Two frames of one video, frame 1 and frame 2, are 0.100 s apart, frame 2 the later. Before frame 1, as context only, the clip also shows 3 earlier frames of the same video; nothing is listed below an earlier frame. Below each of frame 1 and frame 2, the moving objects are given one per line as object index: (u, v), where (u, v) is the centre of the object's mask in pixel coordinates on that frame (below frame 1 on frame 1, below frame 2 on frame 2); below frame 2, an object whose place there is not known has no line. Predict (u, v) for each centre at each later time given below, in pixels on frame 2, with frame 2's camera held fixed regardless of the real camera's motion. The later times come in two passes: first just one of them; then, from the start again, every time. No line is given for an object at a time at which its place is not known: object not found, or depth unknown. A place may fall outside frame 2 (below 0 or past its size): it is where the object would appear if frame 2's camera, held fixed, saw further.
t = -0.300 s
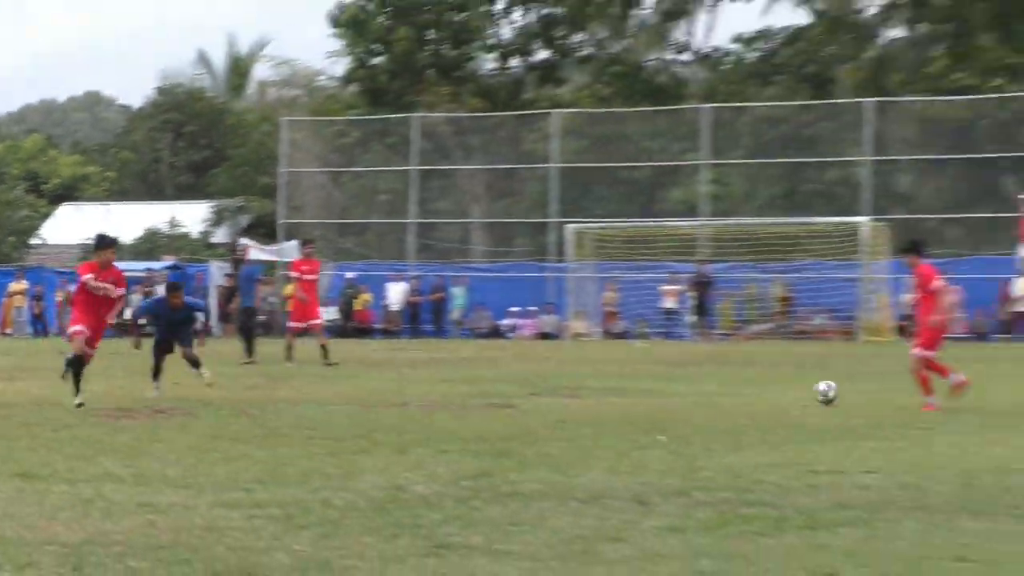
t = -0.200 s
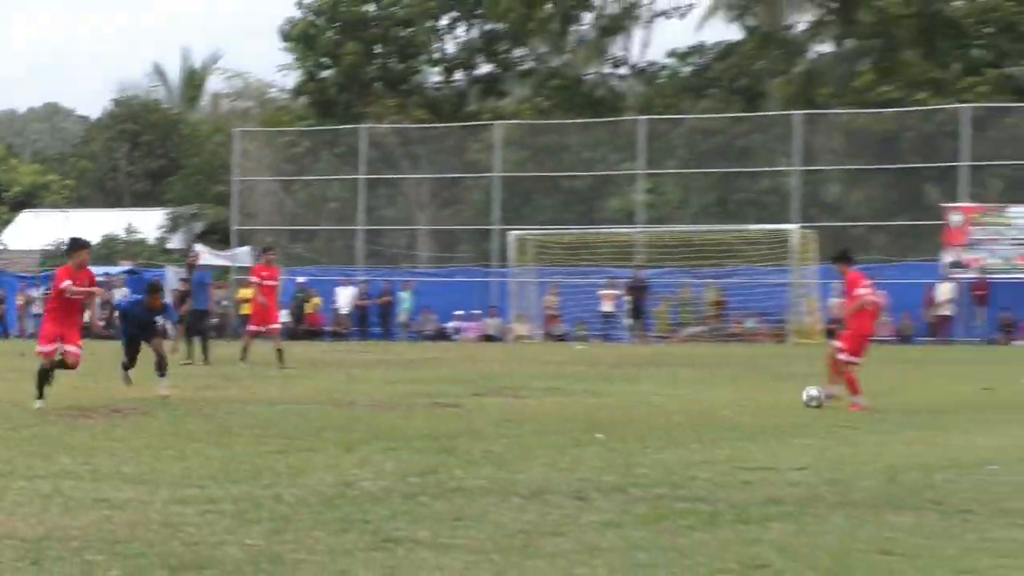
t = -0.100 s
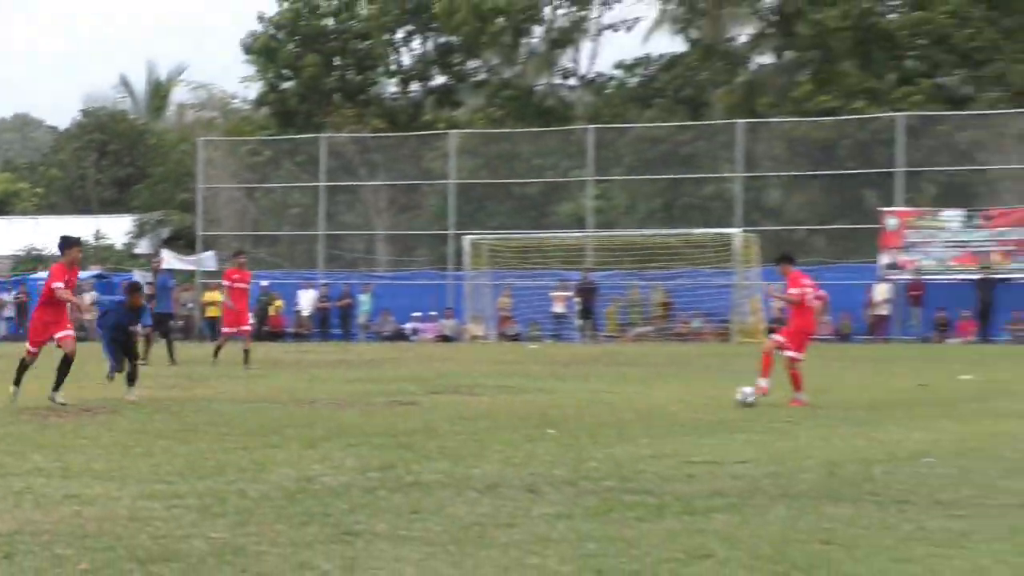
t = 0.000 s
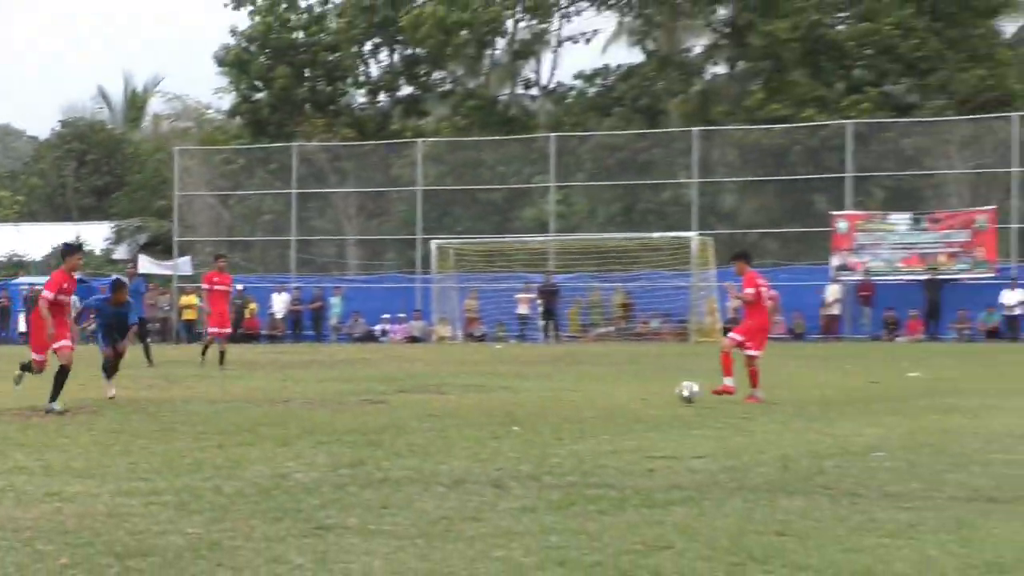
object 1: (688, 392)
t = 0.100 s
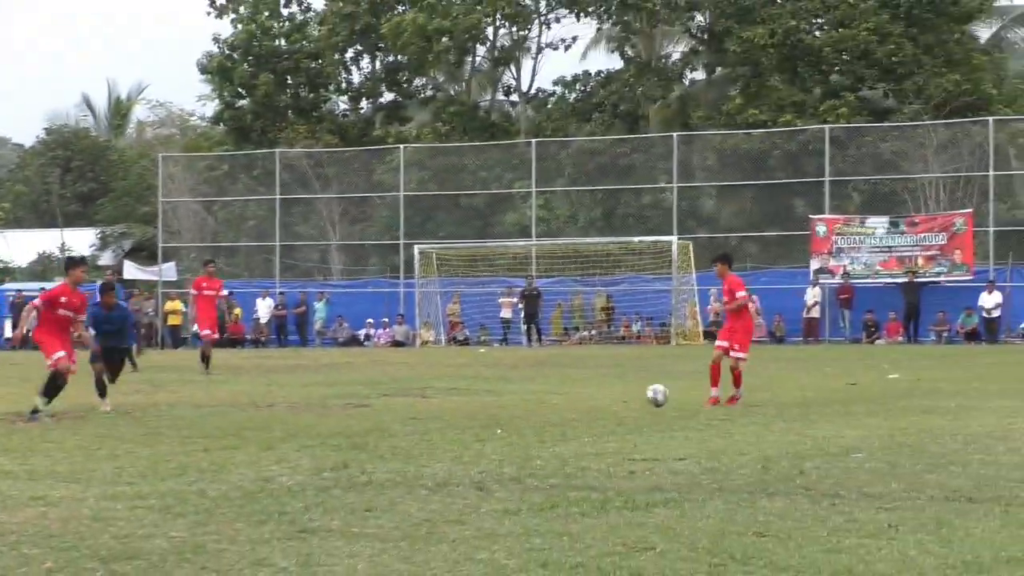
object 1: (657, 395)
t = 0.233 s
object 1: (640, 409)
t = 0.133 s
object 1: (652, 398)
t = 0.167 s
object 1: (649, 402)
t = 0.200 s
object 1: (644, 406)
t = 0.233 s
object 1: (640, 409)
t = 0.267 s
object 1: (637, 410)
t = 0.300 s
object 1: (635, 410)
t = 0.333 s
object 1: (633, 411)
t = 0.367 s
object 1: (631, 413)
